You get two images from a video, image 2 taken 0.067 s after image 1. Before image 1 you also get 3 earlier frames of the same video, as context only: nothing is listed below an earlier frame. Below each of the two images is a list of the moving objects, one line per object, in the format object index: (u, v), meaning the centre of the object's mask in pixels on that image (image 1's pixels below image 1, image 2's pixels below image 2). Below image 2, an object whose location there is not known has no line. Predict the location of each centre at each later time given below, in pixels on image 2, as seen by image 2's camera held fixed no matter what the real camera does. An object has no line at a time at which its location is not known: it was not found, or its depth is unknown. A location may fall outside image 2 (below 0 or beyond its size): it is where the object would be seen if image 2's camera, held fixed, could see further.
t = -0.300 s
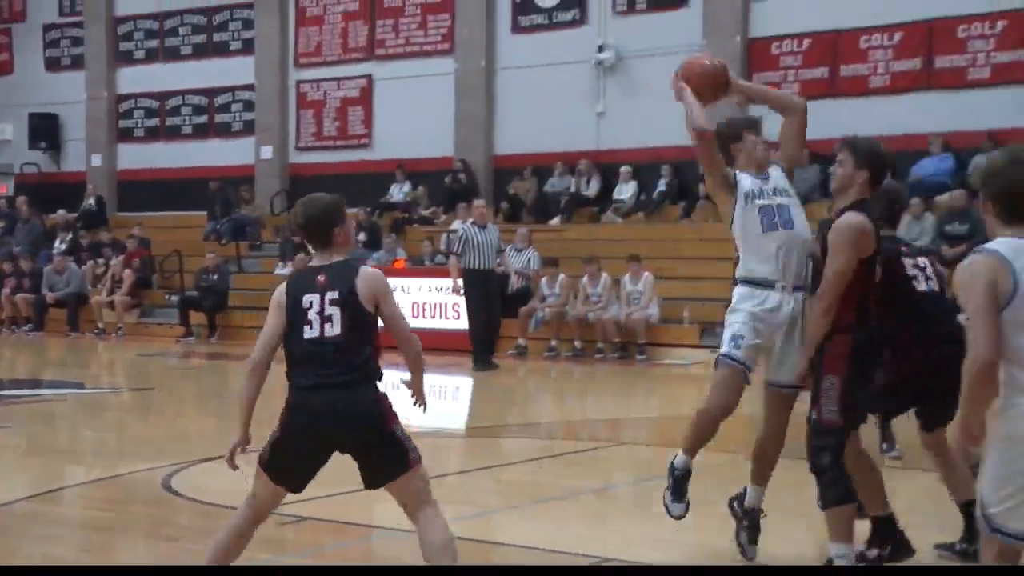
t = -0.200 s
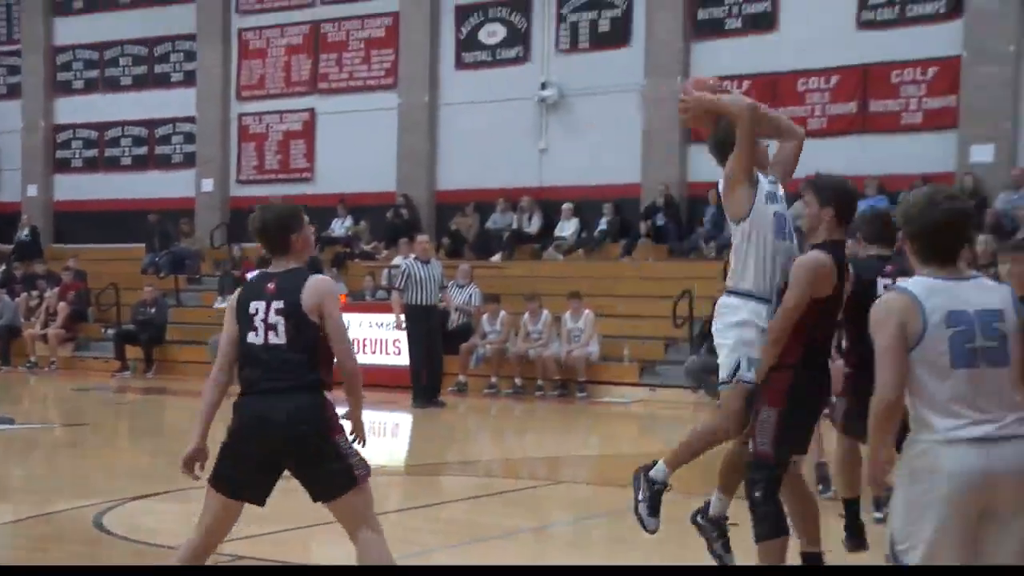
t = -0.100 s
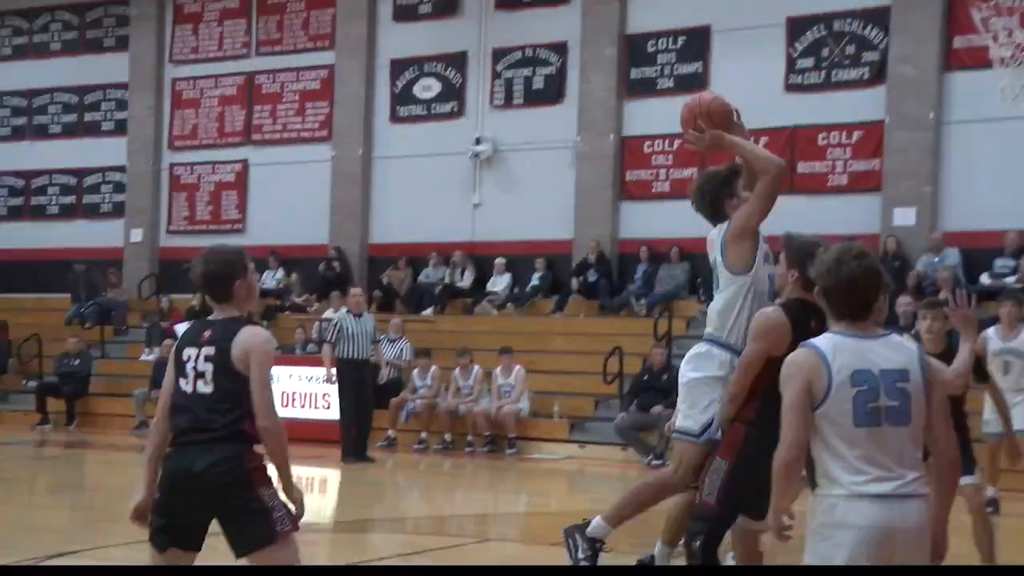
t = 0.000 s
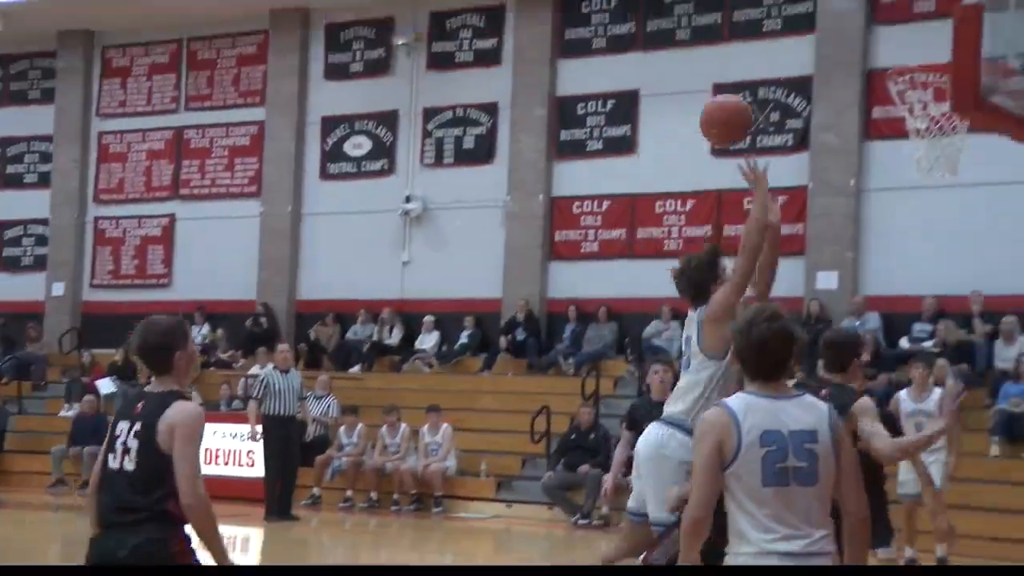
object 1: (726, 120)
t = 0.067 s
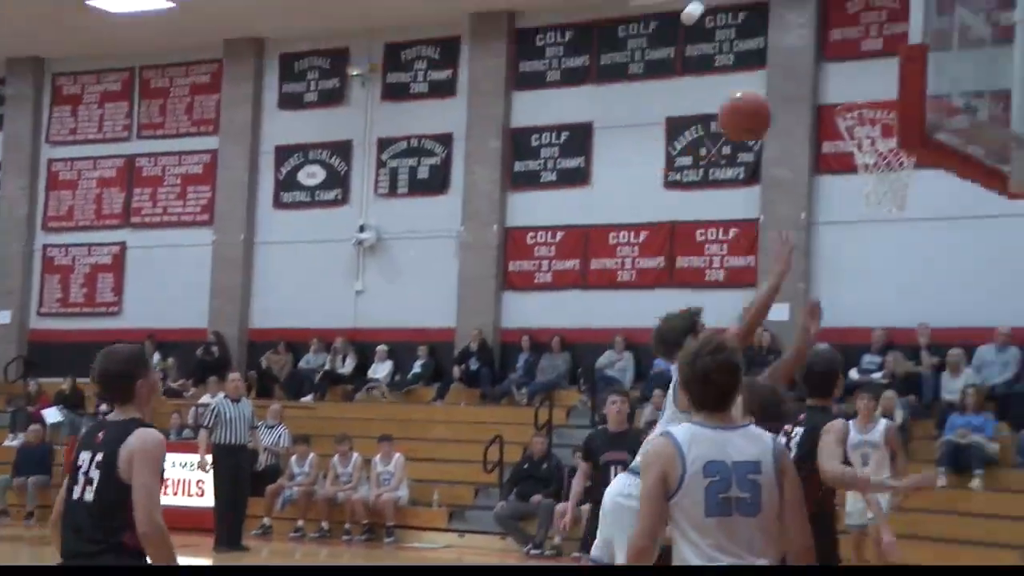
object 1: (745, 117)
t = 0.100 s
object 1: (776, 104)
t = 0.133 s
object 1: (807, 94)
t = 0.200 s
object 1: (867, 78)
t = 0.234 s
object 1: (883, 73)
